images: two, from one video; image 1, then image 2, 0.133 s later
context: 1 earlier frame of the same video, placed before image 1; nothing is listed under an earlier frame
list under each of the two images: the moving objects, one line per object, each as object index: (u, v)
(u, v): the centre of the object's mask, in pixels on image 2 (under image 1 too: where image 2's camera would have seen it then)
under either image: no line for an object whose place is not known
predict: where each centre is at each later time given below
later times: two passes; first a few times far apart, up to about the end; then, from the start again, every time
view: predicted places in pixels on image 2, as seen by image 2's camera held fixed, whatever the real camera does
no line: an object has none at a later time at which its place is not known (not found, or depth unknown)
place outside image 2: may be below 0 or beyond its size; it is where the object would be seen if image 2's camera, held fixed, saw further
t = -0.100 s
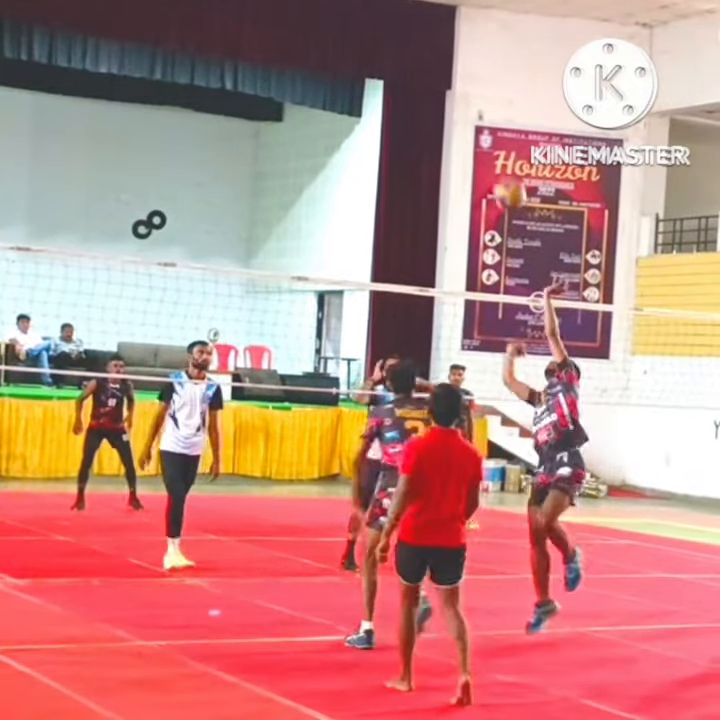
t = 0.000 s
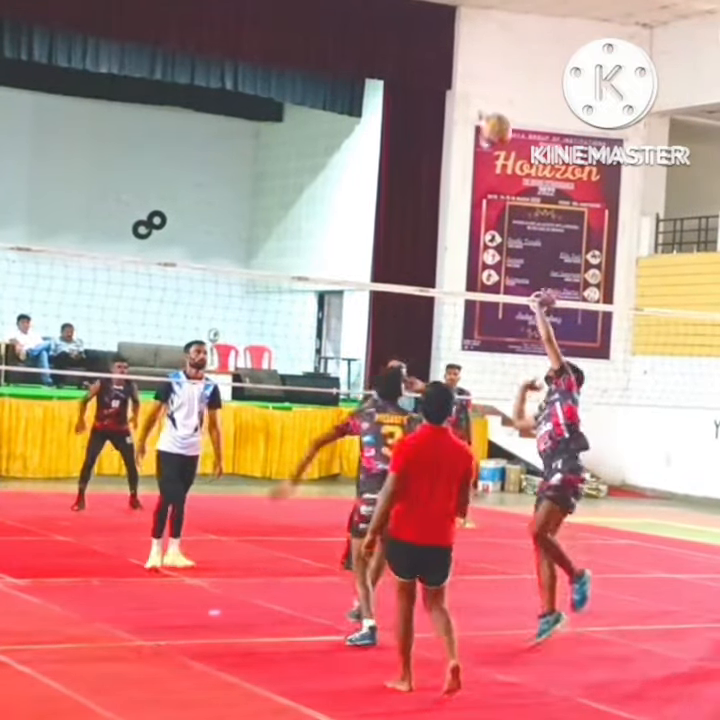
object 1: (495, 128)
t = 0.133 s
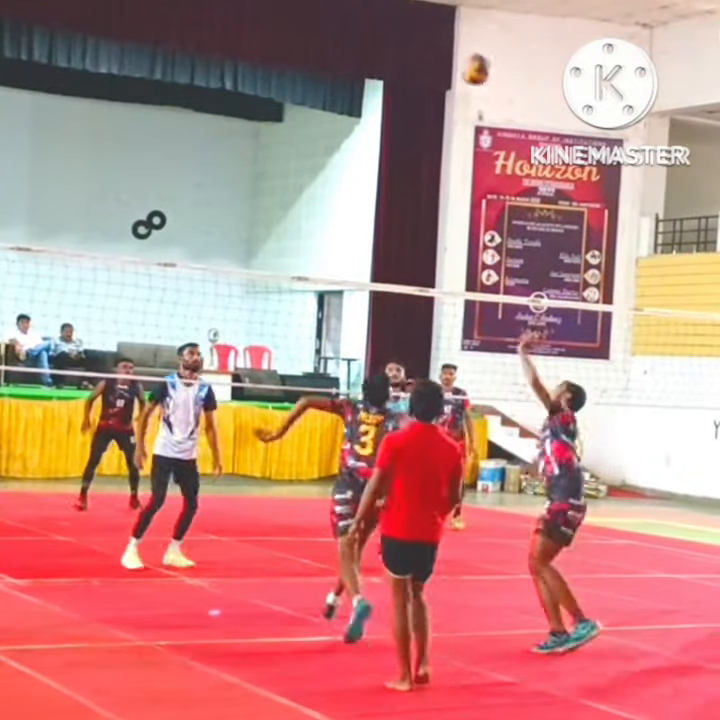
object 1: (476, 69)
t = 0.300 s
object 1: (451, 31)
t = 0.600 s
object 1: (405, 61)
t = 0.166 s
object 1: (473, 59)
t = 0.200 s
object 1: (466, 49)
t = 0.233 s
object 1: (461, 41)
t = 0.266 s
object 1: (456, 35)
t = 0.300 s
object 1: (451, 31)
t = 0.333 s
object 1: (446, 28)
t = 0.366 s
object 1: (442, 27)
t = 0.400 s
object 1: (437, 27)
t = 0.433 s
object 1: (432, 29)
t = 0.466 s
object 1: (427, 33)
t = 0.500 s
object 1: (421, 38)
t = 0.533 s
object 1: (416, 44)
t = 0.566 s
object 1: (411, 52)
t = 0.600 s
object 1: (405, 61)
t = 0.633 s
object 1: (400, 72)
